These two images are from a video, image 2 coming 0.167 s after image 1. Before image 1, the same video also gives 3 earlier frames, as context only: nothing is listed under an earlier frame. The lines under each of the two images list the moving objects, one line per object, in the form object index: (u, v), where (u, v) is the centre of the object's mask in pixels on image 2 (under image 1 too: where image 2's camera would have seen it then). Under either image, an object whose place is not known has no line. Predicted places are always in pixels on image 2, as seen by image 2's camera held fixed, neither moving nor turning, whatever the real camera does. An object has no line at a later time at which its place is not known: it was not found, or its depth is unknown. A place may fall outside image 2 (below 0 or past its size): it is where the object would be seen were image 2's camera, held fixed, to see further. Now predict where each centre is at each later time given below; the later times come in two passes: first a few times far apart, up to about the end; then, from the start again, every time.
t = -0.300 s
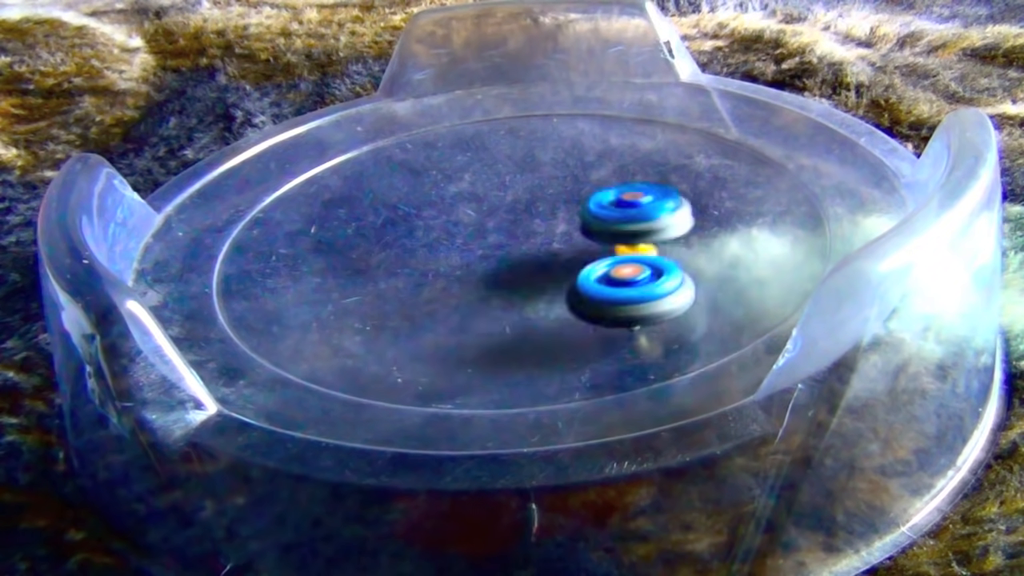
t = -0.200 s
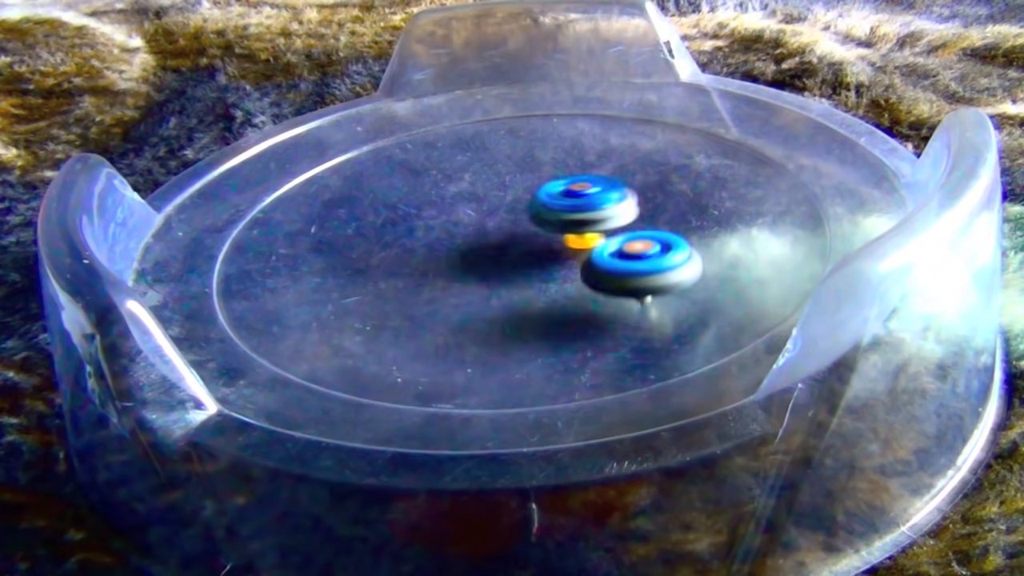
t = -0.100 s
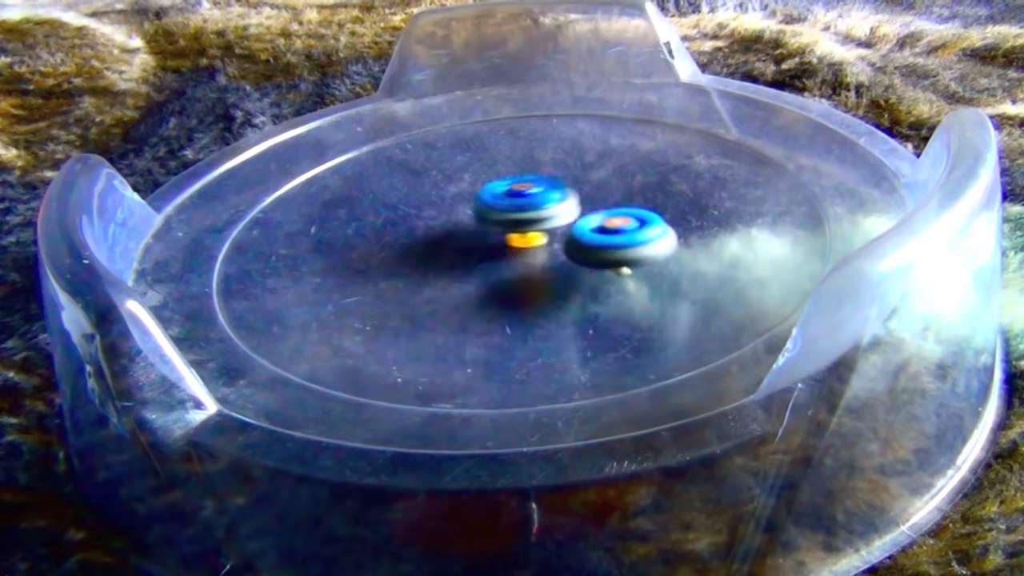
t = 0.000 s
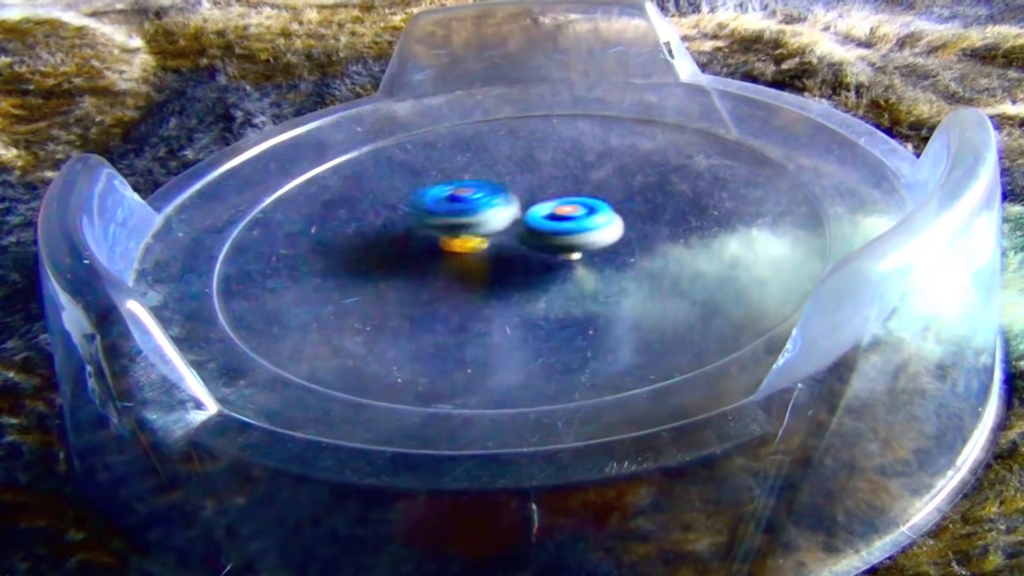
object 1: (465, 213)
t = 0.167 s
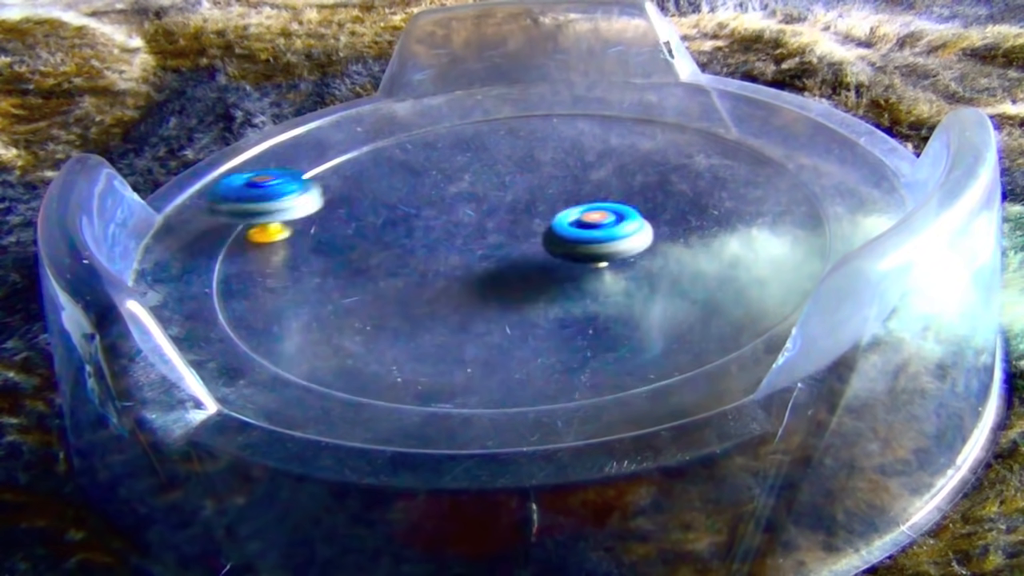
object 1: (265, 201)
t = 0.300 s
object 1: (244, 230)
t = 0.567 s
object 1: (260, 274)
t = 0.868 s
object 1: (340, 302)
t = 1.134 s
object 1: (483, 285)
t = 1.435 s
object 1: (513, 259)
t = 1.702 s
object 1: (407, 222)
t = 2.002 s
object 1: (535, 255)
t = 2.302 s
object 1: (479, 192)
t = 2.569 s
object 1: (344, 248)
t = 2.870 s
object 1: (414, 277)
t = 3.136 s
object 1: (557, 233)
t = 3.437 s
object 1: (550, 253)
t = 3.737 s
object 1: (569, 237)
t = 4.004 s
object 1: (437, 264)
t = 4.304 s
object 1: (522, 234)
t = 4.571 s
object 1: (587, 230)
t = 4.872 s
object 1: (508, 273)
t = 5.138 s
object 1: (460, 247)
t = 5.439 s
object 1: (588, 227)
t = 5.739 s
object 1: (494, 205)
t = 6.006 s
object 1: (471, 235)
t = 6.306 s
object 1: (576, 213)
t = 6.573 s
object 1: (546, 239)
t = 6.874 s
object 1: (489, 247)
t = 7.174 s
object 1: (475, 250)
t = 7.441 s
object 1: (507, 251)
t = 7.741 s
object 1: (493, 258)
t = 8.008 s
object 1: (493, 254)
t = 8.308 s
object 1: (499, 252)
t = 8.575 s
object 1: (504, 262)
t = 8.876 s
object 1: (517, 262)
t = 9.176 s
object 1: (520, 256)
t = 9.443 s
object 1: (521, 245)
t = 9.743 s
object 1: (534, 243)
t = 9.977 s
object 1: (540, 246)
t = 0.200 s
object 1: (248, 208)
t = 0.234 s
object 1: (240, 215)
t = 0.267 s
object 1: (240, 223)
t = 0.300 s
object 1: (244, 230)
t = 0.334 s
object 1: (246, 237)
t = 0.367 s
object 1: (249, 243)
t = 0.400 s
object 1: (252, 248)
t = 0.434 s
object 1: (253, 255)
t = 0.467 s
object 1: (255, 261)
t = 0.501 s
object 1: (255, 266)
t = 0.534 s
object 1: (258, 271)
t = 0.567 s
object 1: (260, 274)
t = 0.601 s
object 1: (264, 278)
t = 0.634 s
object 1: (269, 281)
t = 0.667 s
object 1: (273, 285)
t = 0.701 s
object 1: (280, 288)
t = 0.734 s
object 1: (290, 291)
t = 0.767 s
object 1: (299, 293)
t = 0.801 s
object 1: (310, 296)
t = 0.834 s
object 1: (323, 299)
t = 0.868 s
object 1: (340, 302)
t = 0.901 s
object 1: (358, 304)
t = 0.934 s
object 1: (377, 305)
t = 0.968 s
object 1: (397, 304)
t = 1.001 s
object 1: (417, 303)
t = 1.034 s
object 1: (436, 299)
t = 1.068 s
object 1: (454, 295)
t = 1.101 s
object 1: (470, 290)
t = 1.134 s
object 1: (483, 285)
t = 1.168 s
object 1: (474, 287)
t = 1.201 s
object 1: (464, 290)
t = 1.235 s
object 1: (464, 289)
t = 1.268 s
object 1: (471, 287)
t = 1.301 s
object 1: (482, 282)
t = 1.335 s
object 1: (492, 277)
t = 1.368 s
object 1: (500, 272)
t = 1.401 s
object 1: (507, 266)
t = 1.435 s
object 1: (513, 259)
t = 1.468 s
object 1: (517, 253)
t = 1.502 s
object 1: (519, 245)
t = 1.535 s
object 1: (519, 238)
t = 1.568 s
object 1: (517, 231)
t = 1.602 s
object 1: (512, 224)
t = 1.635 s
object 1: (463, 197)
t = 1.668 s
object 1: (410, 197)
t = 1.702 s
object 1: (407, 222)
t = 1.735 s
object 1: (473, 239)
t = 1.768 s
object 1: (548, 222)
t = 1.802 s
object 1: (561, 202)
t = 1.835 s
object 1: (545, 198)
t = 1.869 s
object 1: (530, 220)
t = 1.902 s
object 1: (559, 234)
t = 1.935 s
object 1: (582, 225)
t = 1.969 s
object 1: (553, 227)
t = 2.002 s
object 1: (535, 255)
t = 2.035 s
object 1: (565, 267)
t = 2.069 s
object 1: (585, 257)
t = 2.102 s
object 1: (536, 245)
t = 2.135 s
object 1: (440, 256)
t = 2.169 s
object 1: (394, 282)
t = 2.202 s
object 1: (432, 294)
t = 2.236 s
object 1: (550, 281)
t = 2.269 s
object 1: (575, 215)
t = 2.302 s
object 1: (479, 192)
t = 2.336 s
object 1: (403, 212)
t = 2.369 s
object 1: (427, 251)
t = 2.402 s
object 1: (528, 251)
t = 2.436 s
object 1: (562, 211)
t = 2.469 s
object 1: (608, 131)
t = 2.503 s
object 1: (538, 142)
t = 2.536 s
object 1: (434, 180)
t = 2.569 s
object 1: (344, 248)
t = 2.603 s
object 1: (477, 304)
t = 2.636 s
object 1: (637, 283)
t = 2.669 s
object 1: (667, 240)
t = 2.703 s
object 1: (622, 226)
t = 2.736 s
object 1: (563, 223)
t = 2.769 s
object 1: (502, 232)
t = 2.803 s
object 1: (463, 248)
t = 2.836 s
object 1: (400, 263)
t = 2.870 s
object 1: (414, 277)
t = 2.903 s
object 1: (464, 307)
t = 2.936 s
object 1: (519, 267)
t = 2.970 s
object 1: (483, 235)
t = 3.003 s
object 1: (448, 212)
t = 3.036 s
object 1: (428, 214)
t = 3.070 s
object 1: (444, 224)
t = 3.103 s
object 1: (477, 233)
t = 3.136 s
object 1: (557, 233)
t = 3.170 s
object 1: (572, 206)
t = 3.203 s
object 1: (545, 199)
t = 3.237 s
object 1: (523, 227)
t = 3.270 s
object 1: (527, 243)
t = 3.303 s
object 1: (554, 251)
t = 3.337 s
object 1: (512, 286)
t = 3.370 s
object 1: (547, 278)
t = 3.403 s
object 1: (566, 280)
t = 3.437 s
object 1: (550, 253)
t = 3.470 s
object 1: (461, 248)
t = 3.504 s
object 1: (458, 234)
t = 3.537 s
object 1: (444, 232)
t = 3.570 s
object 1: (440, 229)
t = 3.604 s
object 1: (434, 231)
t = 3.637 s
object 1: (425, 250)
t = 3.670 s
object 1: (494, 254)
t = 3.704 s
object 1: (538, 246)
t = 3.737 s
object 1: (569, 237)
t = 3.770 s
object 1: (594, 227)
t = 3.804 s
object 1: (570, 222)
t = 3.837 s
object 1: (547, 218)
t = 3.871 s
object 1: (520, 237)
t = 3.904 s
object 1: (470, 194)
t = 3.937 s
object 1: (414, 218)
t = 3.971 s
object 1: (397, 244)
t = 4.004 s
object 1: (437, 264)
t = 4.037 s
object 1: (503, 268)
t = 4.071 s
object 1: (561, 243)
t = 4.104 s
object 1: (562, 217)
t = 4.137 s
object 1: (524, 211)
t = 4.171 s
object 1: (535, 215)
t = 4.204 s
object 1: (551, 214)
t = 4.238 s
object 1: (549, 219)
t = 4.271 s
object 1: (542, 223)
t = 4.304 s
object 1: (522, 234)
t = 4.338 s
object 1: (507, 249)
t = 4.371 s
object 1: (484, 257)
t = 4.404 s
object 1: (454, 269)
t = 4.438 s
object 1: (453, 275)
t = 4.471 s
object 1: (469, 272)
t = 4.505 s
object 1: (506, 276)
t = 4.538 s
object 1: (528, 250)
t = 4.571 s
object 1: (587, 230)
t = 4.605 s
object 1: (591, 208)
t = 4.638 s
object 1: (561, 199)
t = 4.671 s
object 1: (522, 204)
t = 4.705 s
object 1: (492, 228)
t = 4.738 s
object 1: (489, 253)
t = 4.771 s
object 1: (493, 266)
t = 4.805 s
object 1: (495, 275)
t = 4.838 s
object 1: (501, 277)
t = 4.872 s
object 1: (508, 273)
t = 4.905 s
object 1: (511, 257)
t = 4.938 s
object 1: (492, 240)
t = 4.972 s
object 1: (605, 221)
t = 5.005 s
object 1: (599, 193)
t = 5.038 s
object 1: (562, 188)
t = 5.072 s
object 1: (515, 203)
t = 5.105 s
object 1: (474, 219)
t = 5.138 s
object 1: (460, 247)
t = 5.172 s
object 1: (474, 266)
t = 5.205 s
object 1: (420, 248)
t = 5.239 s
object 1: (391, 250)
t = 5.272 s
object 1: (403, 254)
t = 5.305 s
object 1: (447, 252)
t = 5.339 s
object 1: (494, 254)
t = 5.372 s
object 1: (549, 242)
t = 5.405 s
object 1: (581, 229)
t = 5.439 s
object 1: (588, 227)
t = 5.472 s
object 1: (589, 235)
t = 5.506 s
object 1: (569, 241)
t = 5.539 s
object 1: (547, 244)
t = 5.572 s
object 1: (501, 247)
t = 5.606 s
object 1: (463, 249)
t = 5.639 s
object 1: (511, 206)
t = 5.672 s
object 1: (497, 193)
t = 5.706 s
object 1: (496, 193)
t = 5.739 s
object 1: (494, 205)
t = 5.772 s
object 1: (493, 226)
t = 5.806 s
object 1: (501, 249)
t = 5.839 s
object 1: (491, 261)
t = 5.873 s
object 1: (431, 261)
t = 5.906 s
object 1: (398, 257)
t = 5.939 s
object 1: (402, 249)
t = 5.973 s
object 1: (421, 241)
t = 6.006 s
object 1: (471, 235)
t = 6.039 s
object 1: (513, 238)
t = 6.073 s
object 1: (515, 263)
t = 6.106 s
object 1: (510, 291)
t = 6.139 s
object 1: (507, 299)
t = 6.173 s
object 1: (499, 292)
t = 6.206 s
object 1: (499, 277)
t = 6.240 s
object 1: (533, 260)
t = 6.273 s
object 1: (556, 231)
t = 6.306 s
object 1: (576, 213)
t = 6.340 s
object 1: (601, 209)
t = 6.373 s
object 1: (594, 215)
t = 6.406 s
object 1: (560, 229)
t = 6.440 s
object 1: (506, 241)
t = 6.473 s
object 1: (478, 245)
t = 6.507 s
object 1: (505, 245)
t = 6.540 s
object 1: (527, 242)
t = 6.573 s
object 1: (546, 239)
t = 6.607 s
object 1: (551, 240)
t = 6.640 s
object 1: (541, 244)
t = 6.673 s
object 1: (519, 245)
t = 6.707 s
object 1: (529, 219)
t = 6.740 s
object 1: (523, 210)
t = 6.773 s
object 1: (523, 208)
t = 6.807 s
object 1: (522, 215)
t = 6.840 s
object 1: (512, 233)
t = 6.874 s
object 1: (489, 247)
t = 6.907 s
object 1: (449, 243)
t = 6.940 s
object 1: (441, 237)
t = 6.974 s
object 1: (457, 232)
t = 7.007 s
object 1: (476, 233)
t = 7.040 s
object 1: (499, 242)
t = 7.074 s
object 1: (501, 251)
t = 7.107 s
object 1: (473, 257)
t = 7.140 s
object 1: (469, 257)
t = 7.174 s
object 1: (475, 250)
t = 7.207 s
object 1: (500, 243)
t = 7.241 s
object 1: (488, 247)
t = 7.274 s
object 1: (498, 251)
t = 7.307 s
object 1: (506, 252)
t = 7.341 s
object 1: (511, 253)
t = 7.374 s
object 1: (510, 250)
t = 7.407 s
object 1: (507, 251)
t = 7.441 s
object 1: (507, 251)
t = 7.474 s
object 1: (501, 255)
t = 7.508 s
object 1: (496, 257)
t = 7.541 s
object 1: (495, 257)
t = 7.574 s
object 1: (495, 258)
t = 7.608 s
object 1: (495, 258)
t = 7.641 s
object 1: (494, 258)
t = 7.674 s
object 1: (494, 258)
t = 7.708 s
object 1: (493, 258)
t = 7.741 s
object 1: (493, 258)
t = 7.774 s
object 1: (492, 257)
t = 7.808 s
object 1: (492, 257)
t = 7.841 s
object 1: (492, 257)
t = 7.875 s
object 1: (492, 256)
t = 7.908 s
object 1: (492, 255)
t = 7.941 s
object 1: (493, 255)
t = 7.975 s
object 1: (493, 254)
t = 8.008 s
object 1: (493, 254)
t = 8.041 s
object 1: (493, 254)
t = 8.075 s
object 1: (492, 254)
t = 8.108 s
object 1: (493, 254)
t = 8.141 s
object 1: (494, 254)
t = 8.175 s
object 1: (494, 254)
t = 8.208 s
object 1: (496, 253)
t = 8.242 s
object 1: (497, 252)
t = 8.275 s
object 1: (498, 252)
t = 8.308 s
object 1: (499, 252)
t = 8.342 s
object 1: (501, 251)
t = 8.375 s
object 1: (502, 250)
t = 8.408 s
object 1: (503, 250)
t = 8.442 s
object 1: (504, 249)
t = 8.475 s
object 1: (503, 253)
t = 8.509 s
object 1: (501, 260)
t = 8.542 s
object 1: (502, 261)
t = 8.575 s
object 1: (504, 262)
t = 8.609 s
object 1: (506, 262)
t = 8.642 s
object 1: (508, 262)
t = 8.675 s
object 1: (510, 263)
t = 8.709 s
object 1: (511, 263)
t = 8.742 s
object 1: (513, 263)
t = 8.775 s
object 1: (514, 263)
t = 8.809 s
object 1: (515, 263)
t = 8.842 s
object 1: (516, 262)
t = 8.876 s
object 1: (517, 262)
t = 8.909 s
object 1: (518, 262)
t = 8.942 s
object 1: (519, 262)
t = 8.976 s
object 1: (520, 261)
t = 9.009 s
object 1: (520, 260)
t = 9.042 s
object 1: (520, 260)
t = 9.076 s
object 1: (520, 259)
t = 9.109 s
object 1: (520, 258)
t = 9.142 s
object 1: (520, 257)
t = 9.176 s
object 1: (520, 256)
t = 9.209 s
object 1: (520, 254)
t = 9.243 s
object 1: (520, 253)
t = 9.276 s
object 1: (519, 252)
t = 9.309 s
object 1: (519, 251)
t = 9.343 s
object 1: (520, 250)
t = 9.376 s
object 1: (520, 248)
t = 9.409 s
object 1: (521, 247)
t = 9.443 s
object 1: (521, 245)
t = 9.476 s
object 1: (521, 244)
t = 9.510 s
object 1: (521, 243)
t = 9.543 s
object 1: (522, 242)
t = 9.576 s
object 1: (523, 241)
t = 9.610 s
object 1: (525, 242)
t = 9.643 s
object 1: (527, 241)
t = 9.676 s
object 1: (529, 241)
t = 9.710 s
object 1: (532, 243)
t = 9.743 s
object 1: (534, 243)
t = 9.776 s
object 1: (536, 243)
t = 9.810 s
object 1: (537, 244)
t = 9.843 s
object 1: (538, 244)
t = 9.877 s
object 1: (539, 244)
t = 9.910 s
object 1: (539, 245)
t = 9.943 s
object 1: (540, 245)
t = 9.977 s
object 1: (540, 246)
